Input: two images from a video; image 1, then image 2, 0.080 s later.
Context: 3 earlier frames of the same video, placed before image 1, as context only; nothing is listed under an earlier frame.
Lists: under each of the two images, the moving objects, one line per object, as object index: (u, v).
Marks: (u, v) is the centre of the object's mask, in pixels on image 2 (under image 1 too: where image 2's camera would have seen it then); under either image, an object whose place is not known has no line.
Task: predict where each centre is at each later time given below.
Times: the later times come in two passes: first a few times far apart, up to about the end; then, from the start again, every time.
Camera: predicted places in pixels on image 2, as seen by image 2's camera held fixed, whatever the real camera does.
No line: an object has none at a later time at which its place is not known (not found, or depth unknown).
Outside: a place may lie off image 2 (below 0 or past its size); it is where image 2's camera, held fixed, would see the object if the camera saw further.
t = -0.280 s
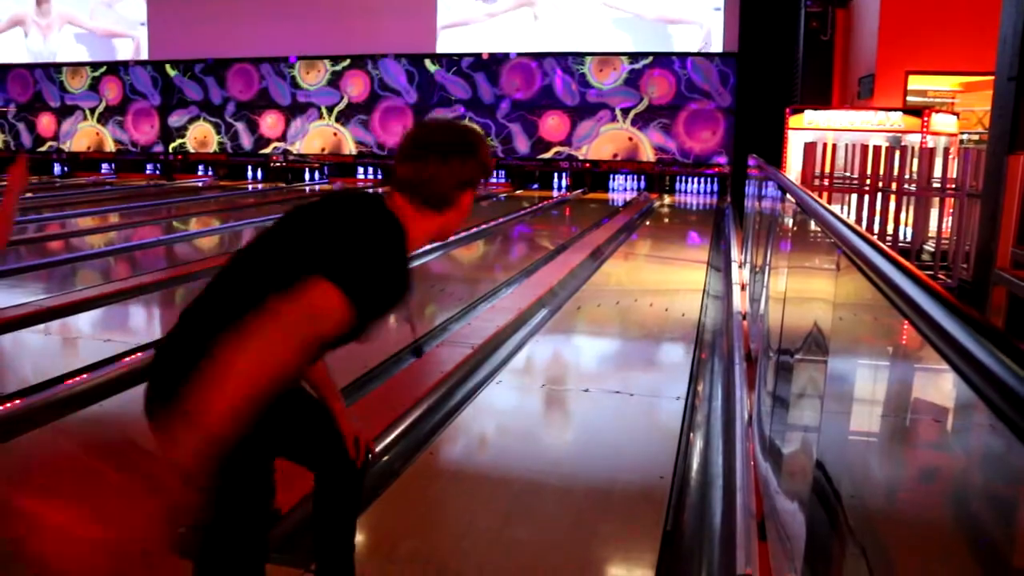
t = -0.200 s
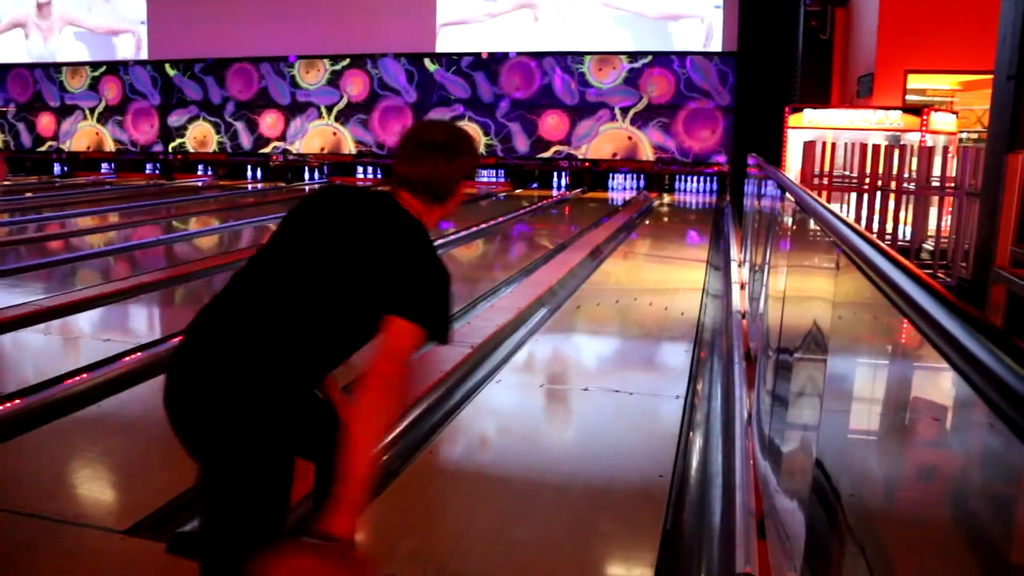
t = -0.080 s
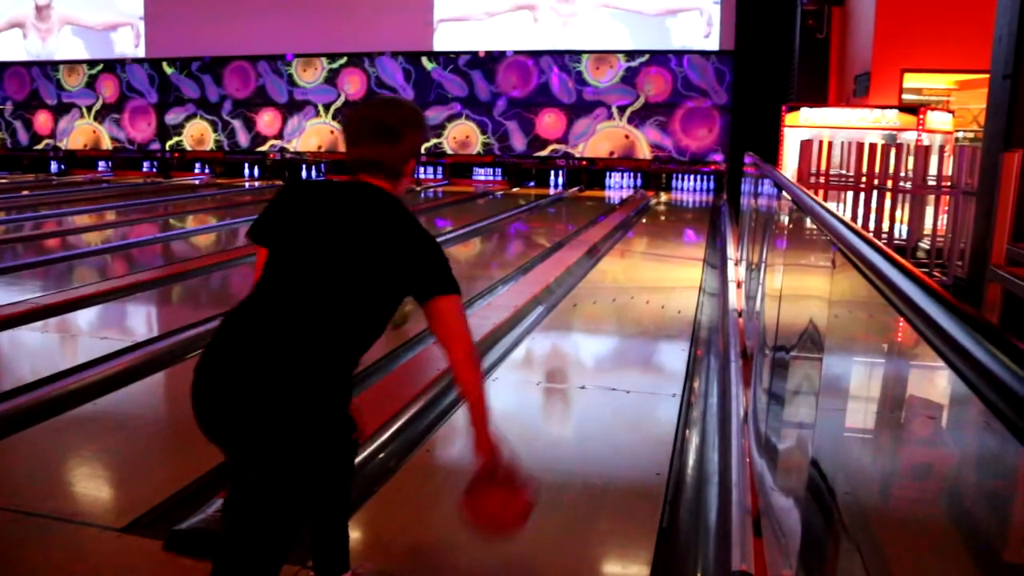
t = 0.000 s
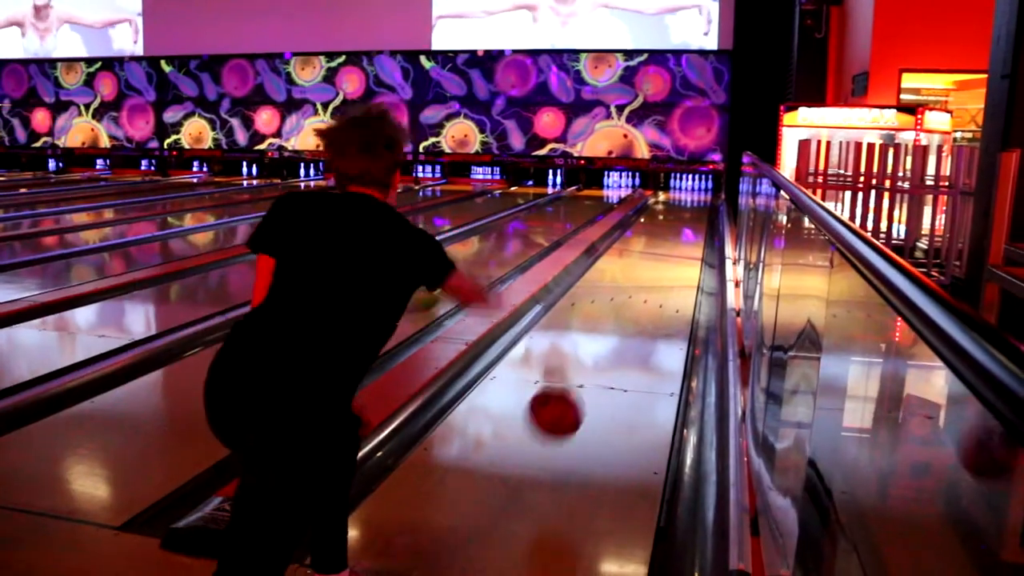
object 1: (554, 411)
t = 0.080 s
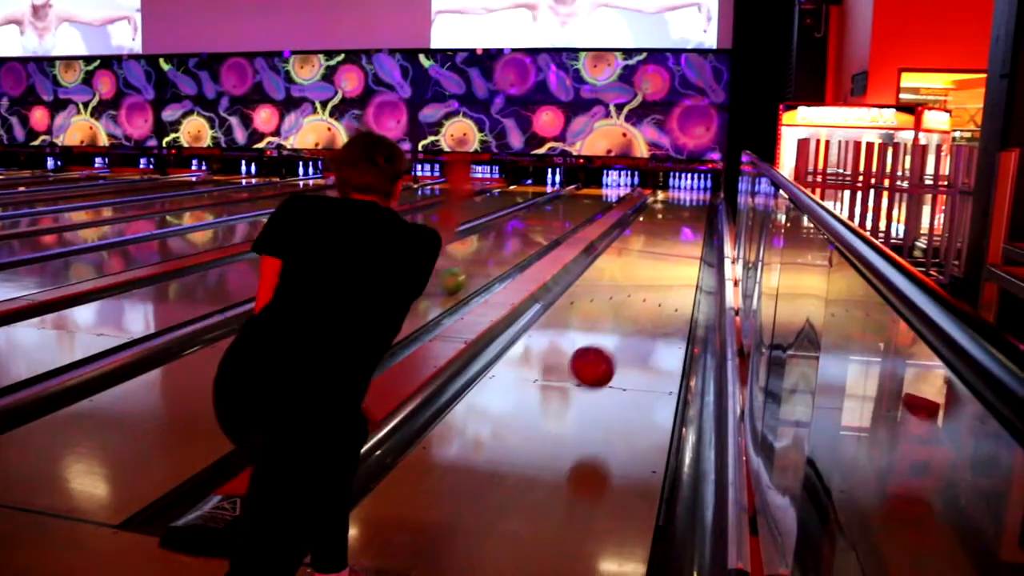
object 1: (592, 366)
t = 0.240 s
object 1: (637, 330)
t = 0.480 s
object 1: (674, 275)
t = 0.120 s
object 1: (607, 353)
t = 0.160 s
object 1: (618, 346)
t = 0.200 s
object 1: (629, 341)
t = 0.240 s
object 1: (637, 330)
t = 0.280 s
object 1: (645, 318)
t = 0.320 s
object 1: (652, 309)
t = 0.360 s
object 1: (658, 299)
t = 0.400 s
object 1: (664, 291)
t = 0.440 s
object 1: (669, 283)
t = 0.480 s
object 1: (674, 275)
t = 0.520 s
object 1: (677, 269)
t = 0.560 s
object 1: (681, 263)
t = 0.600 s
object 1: (684, 258)
